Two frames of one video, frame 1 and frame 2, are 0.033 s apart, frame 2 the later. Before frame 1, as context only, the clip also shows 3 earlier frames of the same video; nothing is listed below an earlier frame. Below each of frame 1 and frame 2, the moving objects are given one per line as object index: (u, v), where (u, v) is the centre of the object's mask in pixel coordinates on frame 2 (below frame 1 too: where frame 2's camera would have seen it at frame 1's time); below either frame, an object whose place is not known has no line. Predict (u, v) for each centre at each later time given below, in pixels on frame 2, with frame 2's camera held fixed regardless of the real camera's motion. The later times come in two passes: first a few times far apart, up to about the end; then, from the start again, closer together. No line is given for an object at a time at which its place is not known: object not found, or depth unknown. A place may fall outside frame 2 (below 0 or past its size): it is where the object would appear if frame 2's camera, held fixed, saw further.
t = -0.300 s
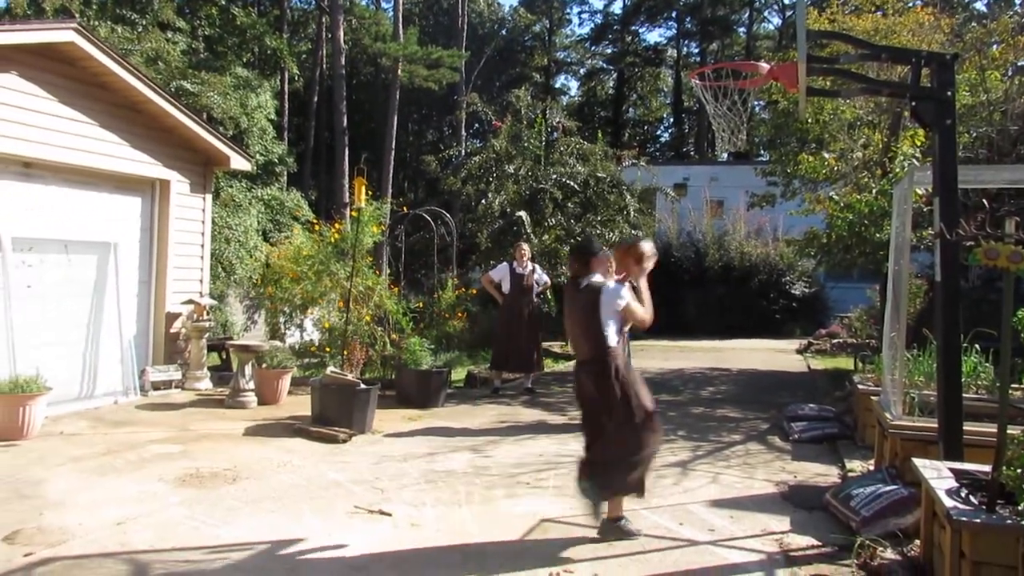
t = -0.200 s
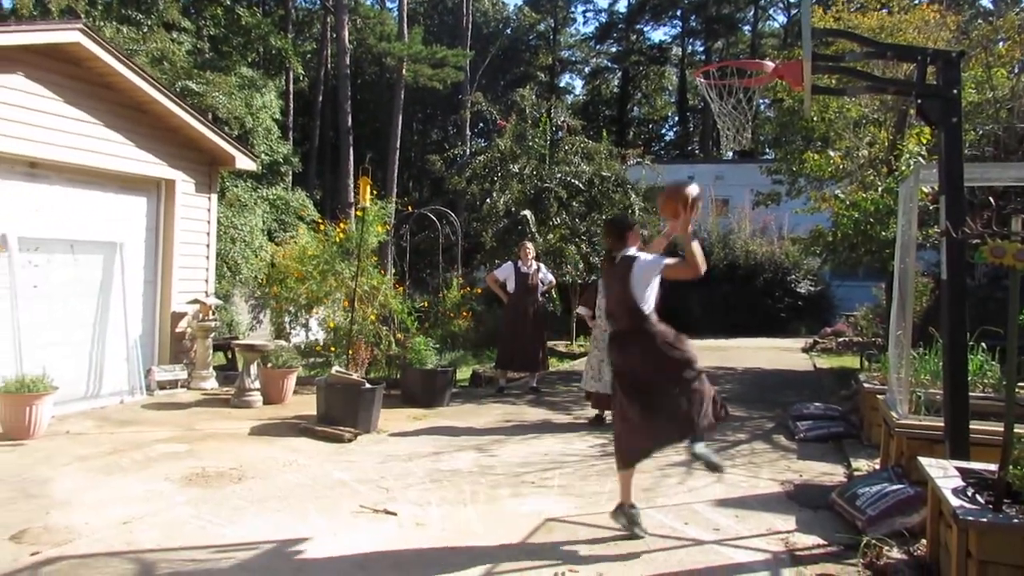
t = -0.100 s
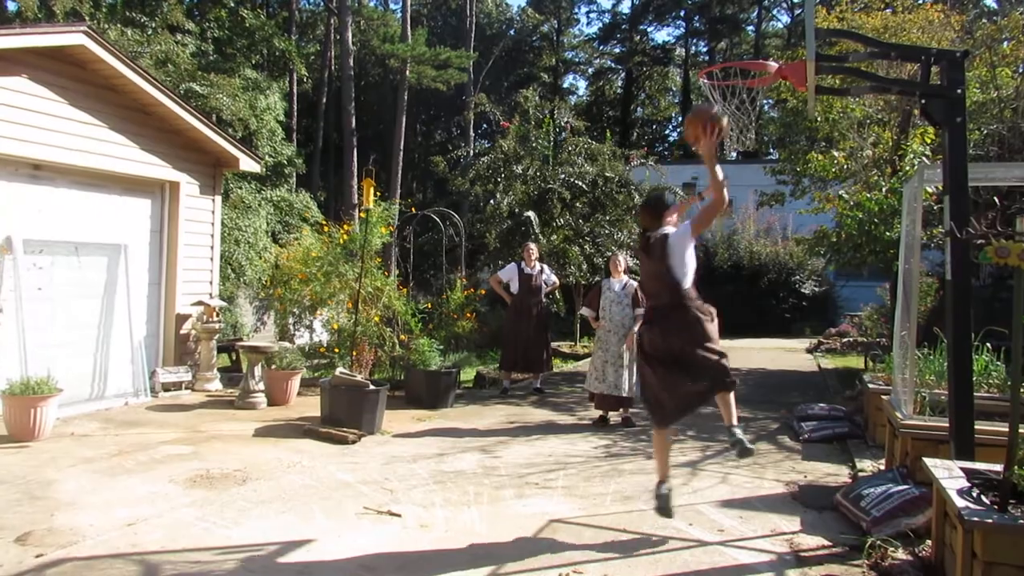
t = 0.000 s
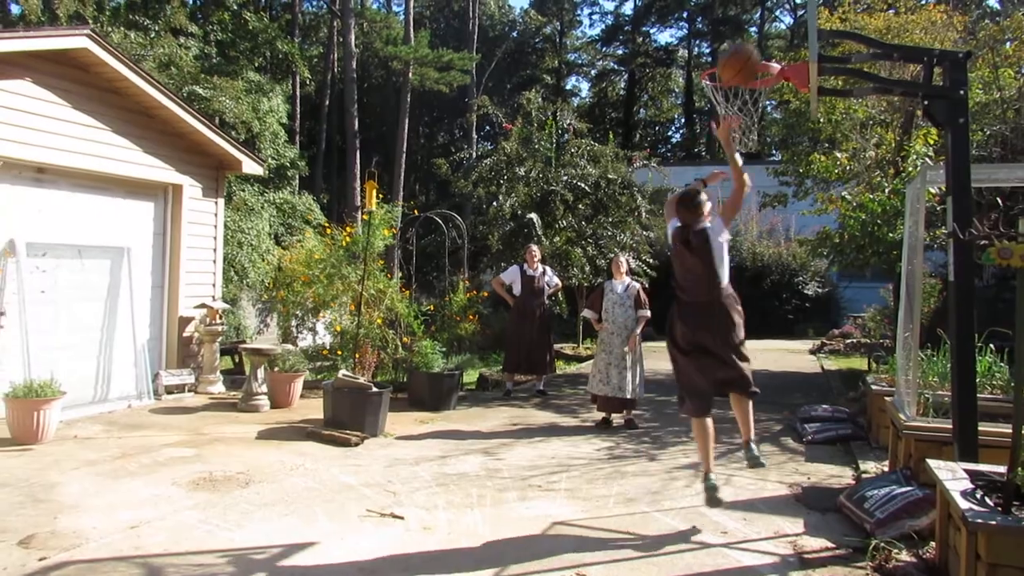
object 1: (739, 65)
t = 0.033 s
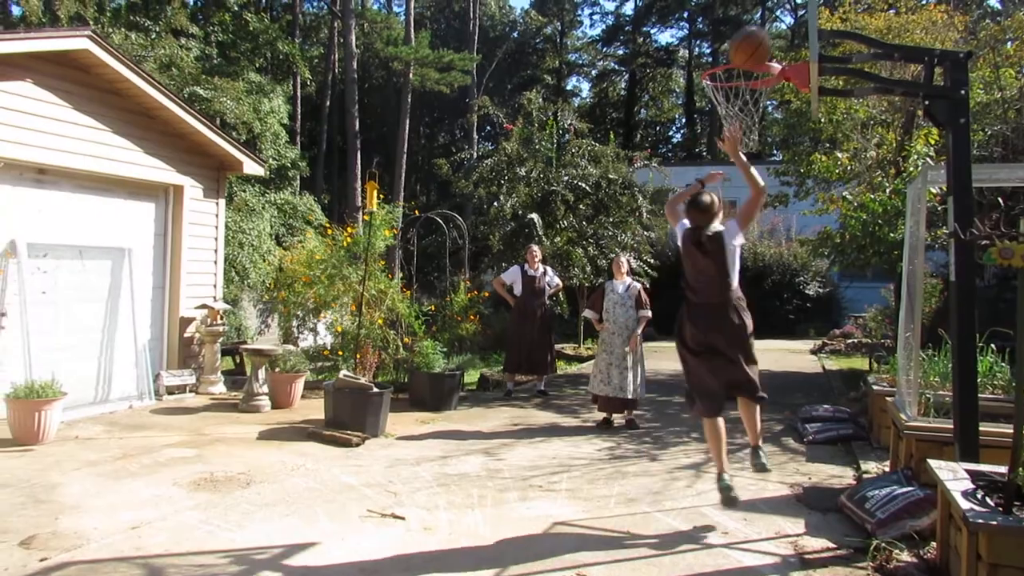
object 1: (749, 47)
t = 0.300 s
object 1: (763, 13)
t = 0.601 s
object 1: (712, 94)
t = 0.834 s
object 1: (675, 199)
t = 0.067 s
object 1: (759, 35)
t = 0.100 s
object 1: (770, 22)
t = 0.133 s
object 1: (778, 16)
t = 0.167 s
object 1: (786, 12)
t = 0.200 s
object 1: (782, 10)
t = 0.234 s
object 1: (775, 10)
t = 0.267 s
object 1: (769, 10)
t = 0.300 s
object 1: (763, 13)
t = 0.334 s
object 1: (757, 16)
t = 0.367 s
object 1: (752, 22)
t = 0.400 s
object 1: (745, 31)
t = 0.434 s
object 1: (739, 42)
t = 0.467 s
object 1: (733, 51)
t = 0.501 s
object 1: (727, 67)
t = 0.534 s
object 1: (721, 75)
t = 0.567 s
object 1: (718, 85)
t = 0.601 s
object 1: (712, 94)
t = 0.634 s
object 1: (706, 106)
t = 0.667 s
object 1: (701, 119)
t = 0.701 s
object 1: (696, 132)
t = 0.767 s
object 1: (685, 162)
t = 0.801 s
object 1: (680, 181)
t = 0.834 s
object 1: (675, 199)
